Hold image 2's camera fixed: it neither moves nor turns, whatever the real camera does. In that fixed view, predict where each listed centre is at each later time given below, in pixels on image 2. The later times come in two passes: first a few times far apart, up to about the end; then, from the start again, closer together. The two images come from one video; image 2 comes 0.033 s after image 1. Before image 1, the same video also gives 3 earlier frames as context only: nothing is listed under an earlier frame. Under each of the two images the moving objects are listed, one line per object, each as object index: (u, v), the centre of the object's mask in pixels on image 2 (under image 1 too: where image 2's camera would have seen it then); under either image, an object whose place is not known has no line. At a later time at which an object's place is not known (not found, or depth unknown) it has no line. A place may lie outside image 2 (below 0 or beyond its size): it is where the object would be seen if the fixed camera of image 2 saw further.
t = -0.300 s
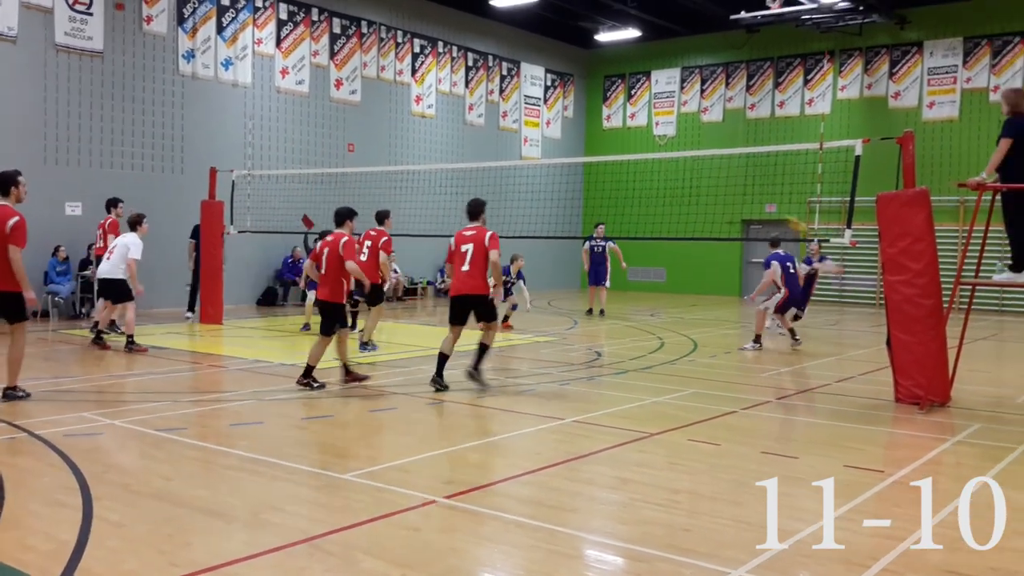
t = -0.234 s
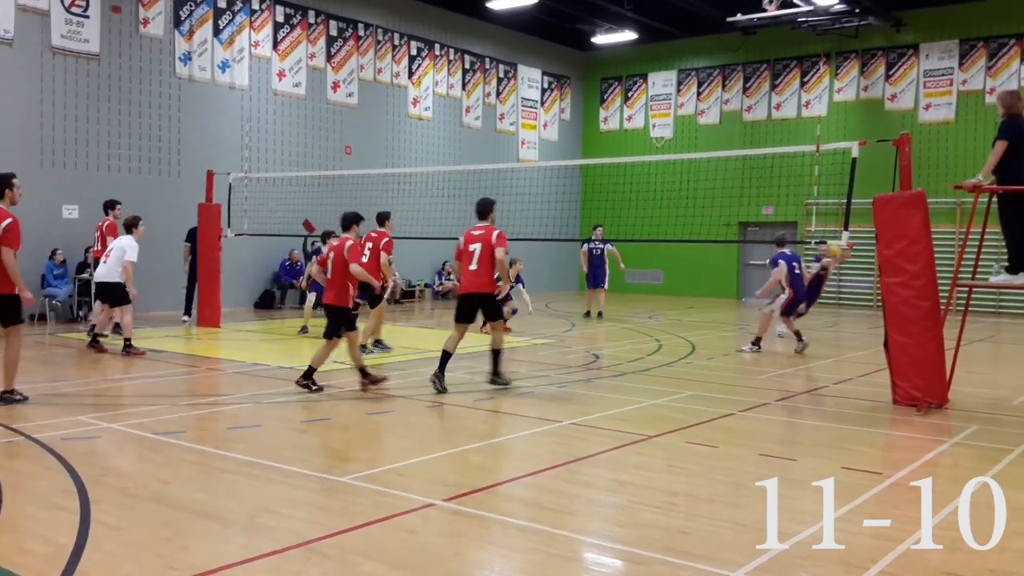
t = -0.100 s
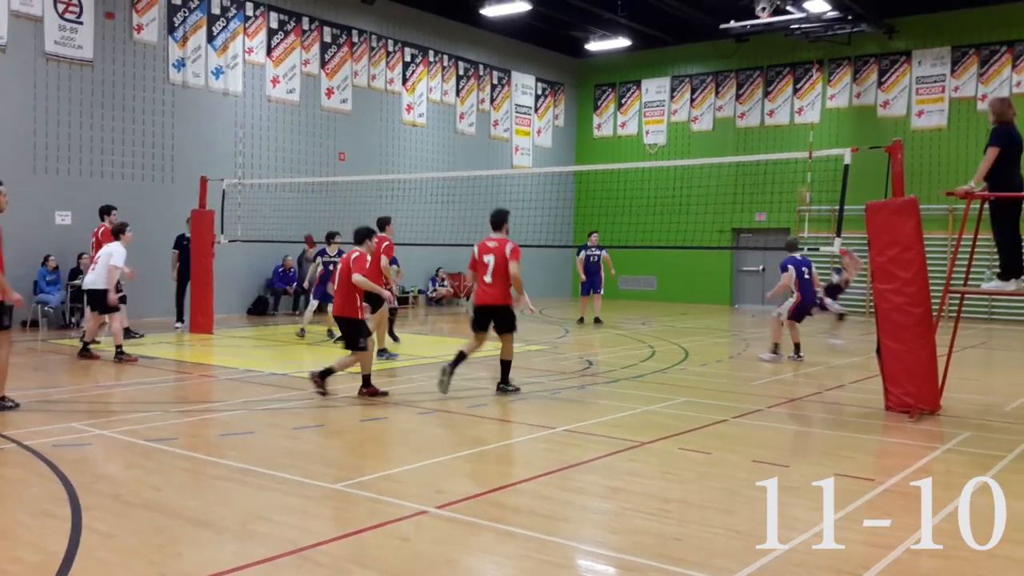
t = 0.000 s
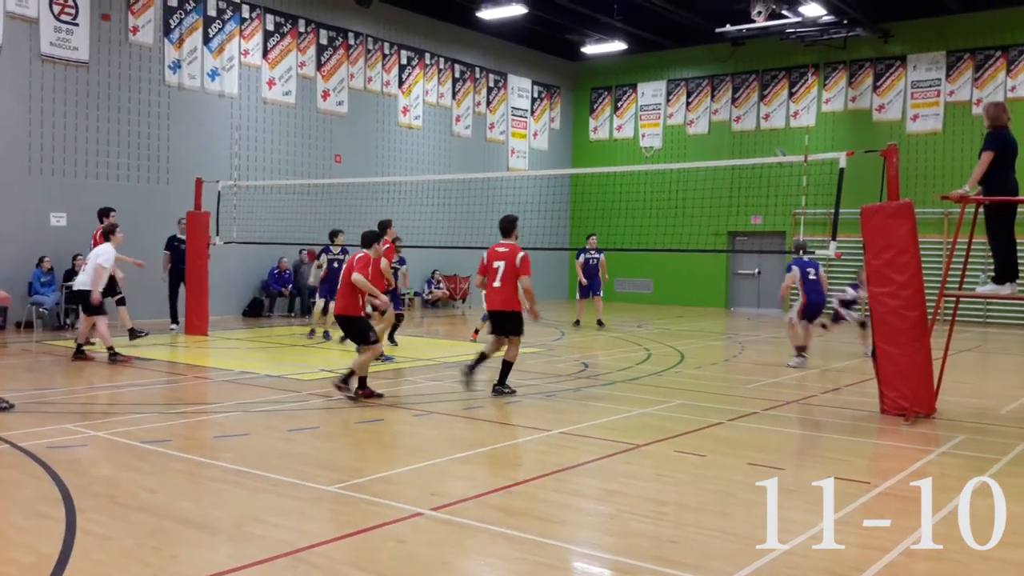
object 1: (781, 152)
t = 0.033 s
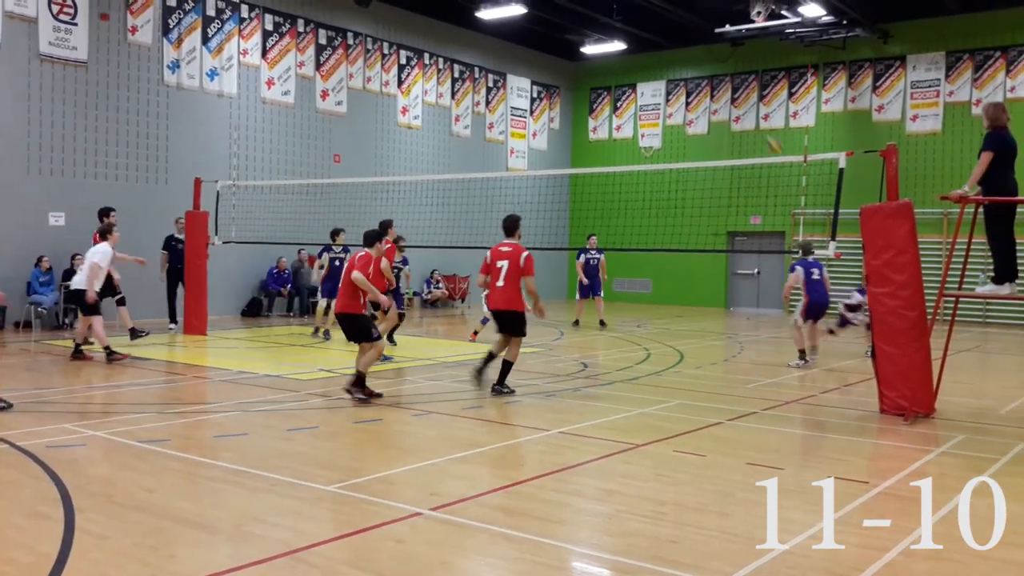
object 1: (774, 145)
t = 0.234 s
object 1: (733, 81)
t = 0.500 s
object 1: (674, 41)
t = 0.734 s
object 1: (622, 45)
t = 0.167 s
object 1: (747, 98)
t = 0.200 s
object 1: (740, 91)
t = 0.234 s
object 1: (733, 81)
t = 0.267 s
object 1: (726, 73)
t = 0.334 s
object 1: (711, 61)
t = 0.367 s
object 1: (704, 56)
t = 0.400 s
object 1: (697, 52)
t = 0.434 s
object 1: (689, 48)
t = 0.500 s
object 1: (674, 41)
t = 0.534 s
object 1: (667, 40)
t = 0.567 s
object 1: (659, 39)
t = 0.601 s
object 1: (651, 38)
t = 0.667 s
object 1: (636, 40)
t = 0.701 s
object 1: (629, 42)
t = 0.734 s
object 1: (622, 45)
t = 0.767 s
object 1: (612, 53)
